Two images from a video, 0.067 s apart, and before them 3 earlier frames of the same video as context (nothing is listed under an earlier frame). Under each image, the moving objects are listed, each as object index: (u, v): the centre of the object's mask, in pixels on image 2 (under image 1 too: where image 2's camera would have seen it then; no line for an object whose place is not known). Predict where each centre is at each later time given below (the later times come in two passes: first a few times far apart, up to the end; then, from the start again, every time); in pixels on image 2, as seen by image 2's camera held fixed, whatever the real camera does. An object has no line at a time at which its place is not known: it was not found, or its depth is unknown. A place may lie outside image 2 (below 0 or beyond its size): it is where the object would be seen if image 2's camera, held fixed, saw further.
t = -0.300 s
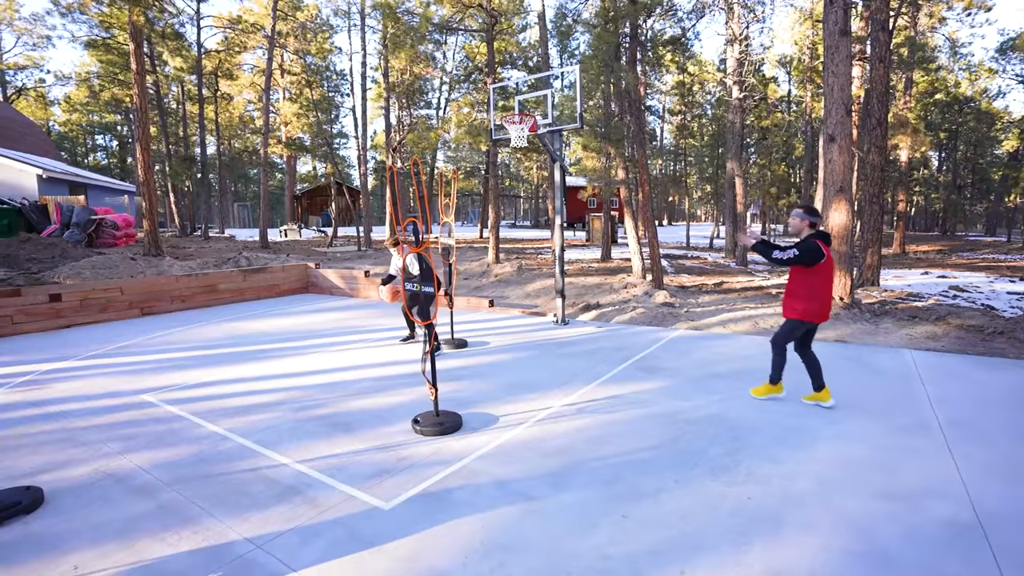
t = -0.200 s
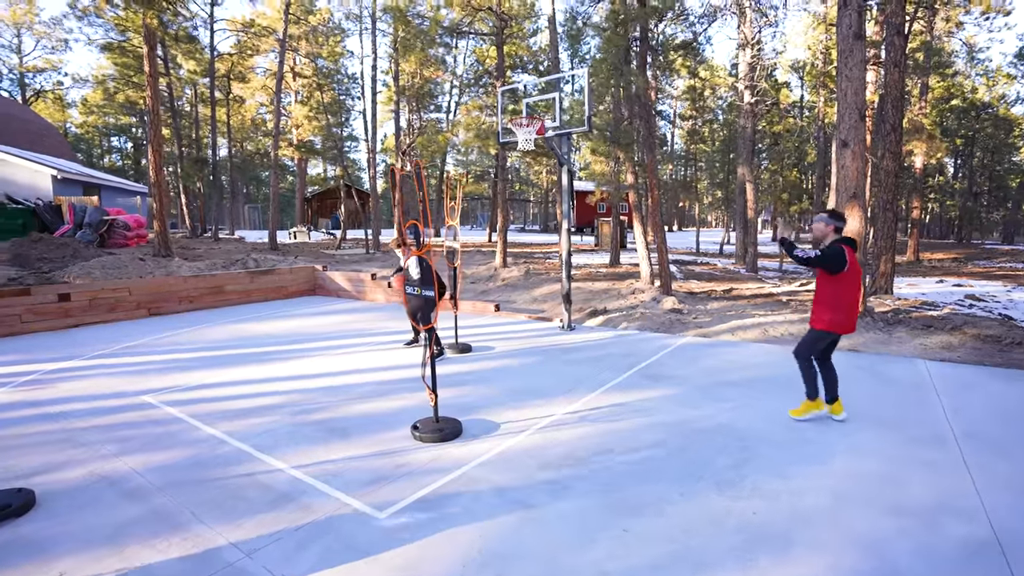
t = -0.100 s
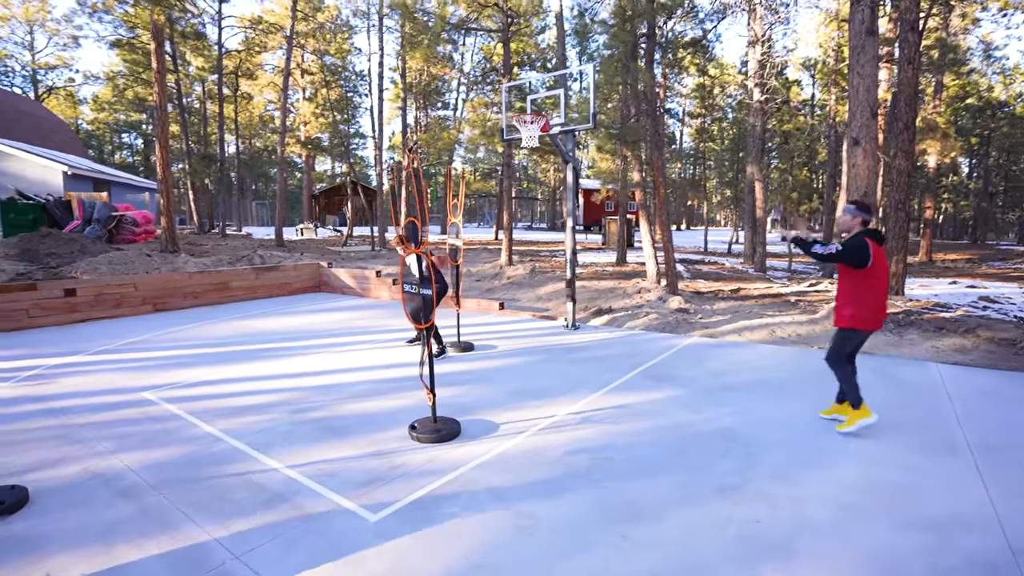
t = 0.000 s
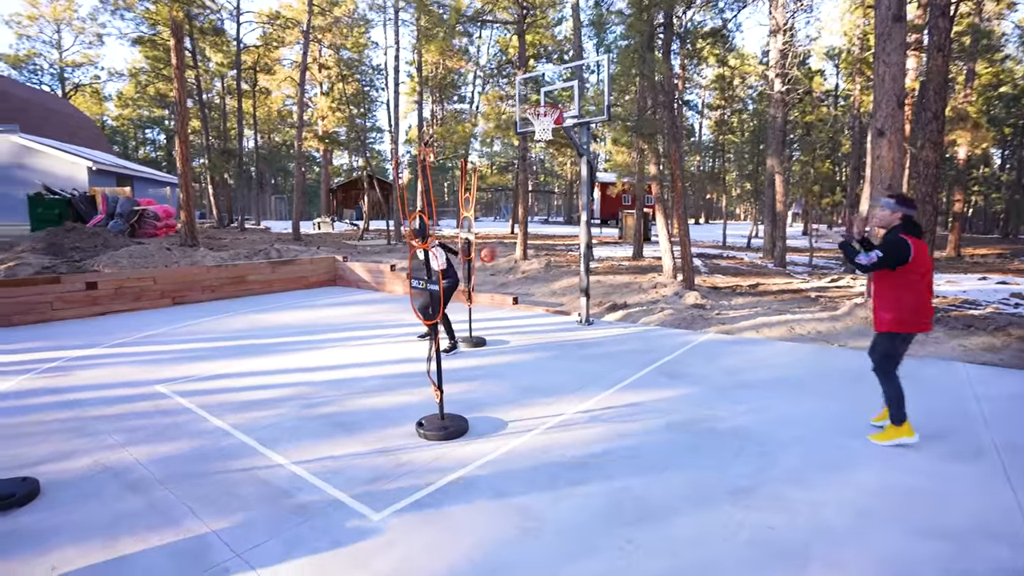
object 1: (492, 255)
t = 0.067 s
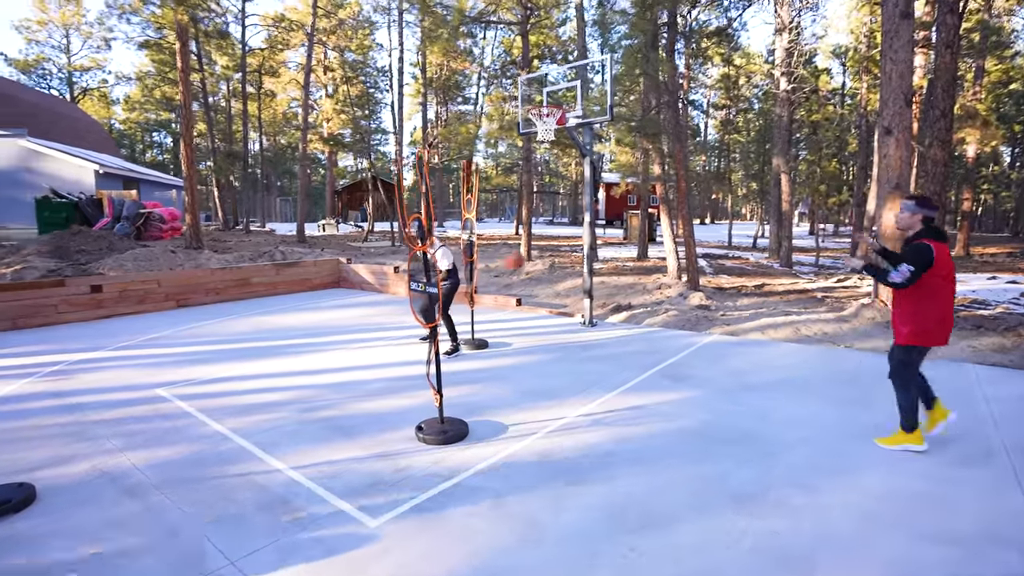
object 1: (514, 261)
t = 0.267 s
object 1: (606, 303)
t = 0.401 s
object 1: (701, 373)
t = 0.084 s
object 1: (520, 262)
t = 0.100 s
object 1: (527, 264)
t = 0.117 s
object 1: (532, 266)
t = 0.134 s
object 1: (540, 269)
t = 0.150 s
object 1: (547, 271)
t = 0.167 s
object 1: (554, 275)
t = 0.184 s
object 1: (559, 278)
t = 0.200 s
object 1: (572, 283)
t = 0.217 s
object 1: (581, 288)
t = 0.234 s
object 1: (590, 293)
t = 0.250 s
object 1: (599, 299)
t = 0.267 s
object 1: (606, 303)
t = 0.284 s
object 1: (619, 310)
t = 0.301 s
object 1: (629, 317)
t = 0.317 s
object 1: (640, 326)
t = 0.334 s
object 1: (651, 333)
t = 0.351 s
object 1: (663, 342)
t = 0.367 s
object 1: (675, 352)
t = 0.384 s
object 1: (688, 362)
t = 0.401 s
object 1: (701, 373)
